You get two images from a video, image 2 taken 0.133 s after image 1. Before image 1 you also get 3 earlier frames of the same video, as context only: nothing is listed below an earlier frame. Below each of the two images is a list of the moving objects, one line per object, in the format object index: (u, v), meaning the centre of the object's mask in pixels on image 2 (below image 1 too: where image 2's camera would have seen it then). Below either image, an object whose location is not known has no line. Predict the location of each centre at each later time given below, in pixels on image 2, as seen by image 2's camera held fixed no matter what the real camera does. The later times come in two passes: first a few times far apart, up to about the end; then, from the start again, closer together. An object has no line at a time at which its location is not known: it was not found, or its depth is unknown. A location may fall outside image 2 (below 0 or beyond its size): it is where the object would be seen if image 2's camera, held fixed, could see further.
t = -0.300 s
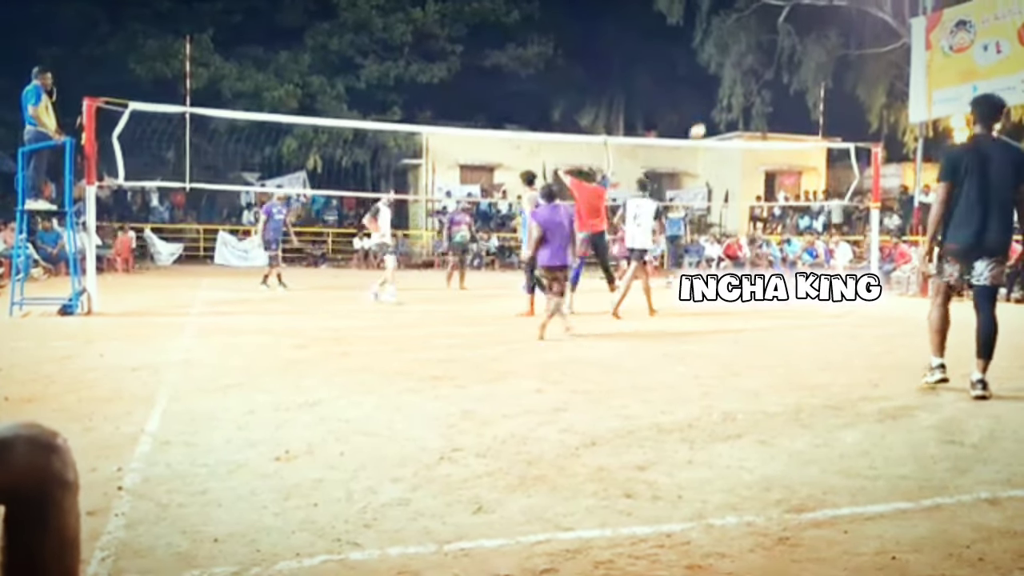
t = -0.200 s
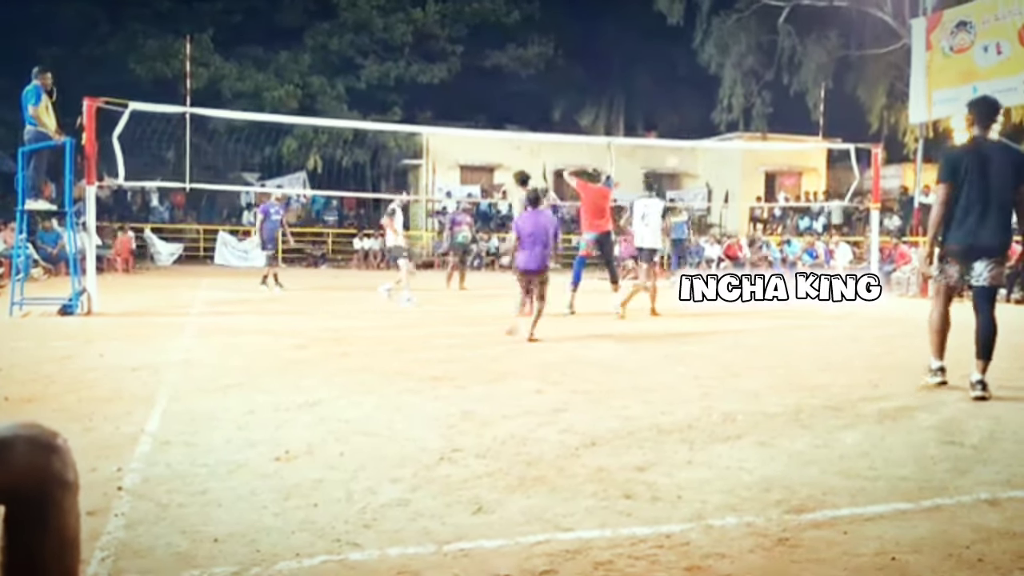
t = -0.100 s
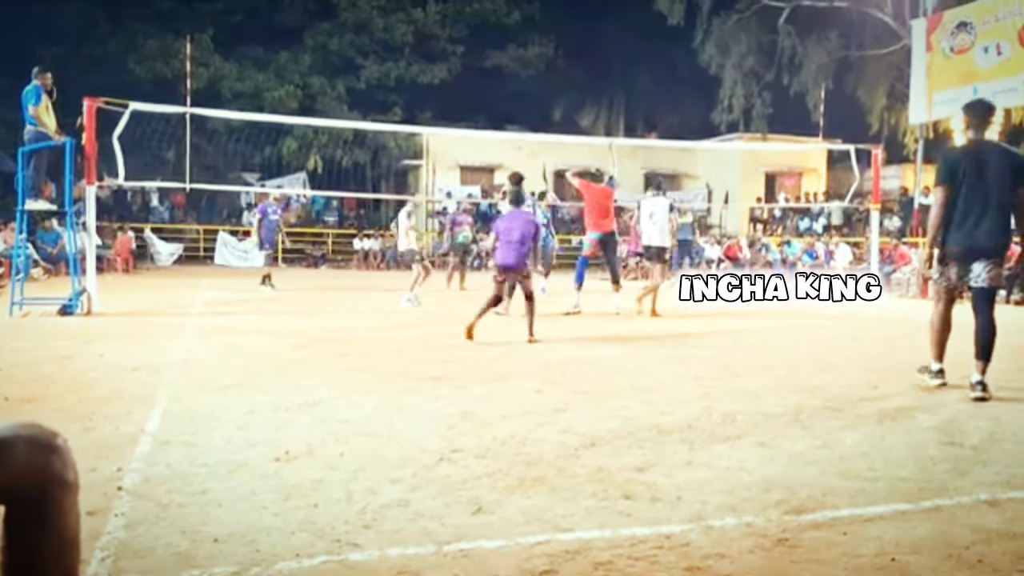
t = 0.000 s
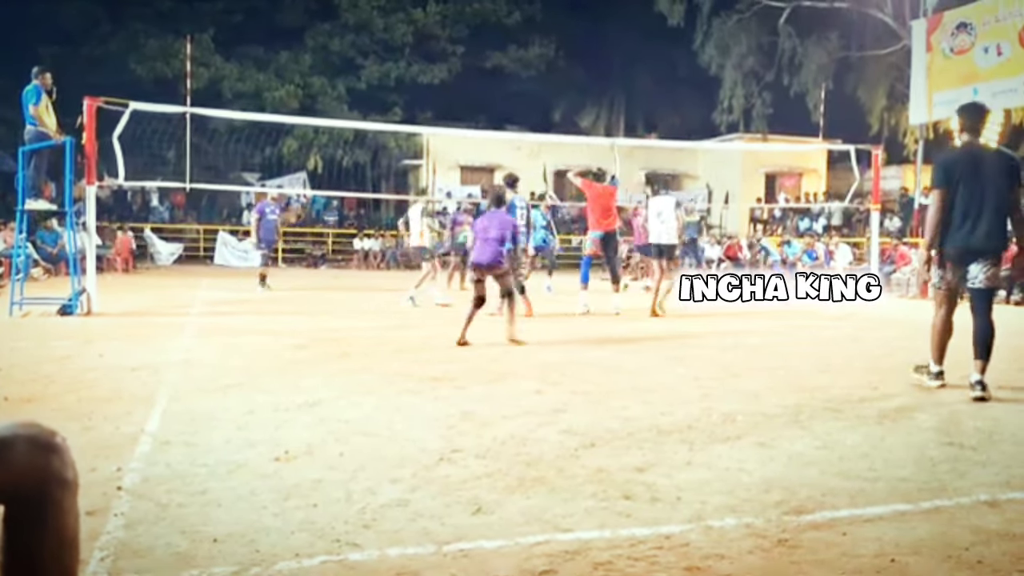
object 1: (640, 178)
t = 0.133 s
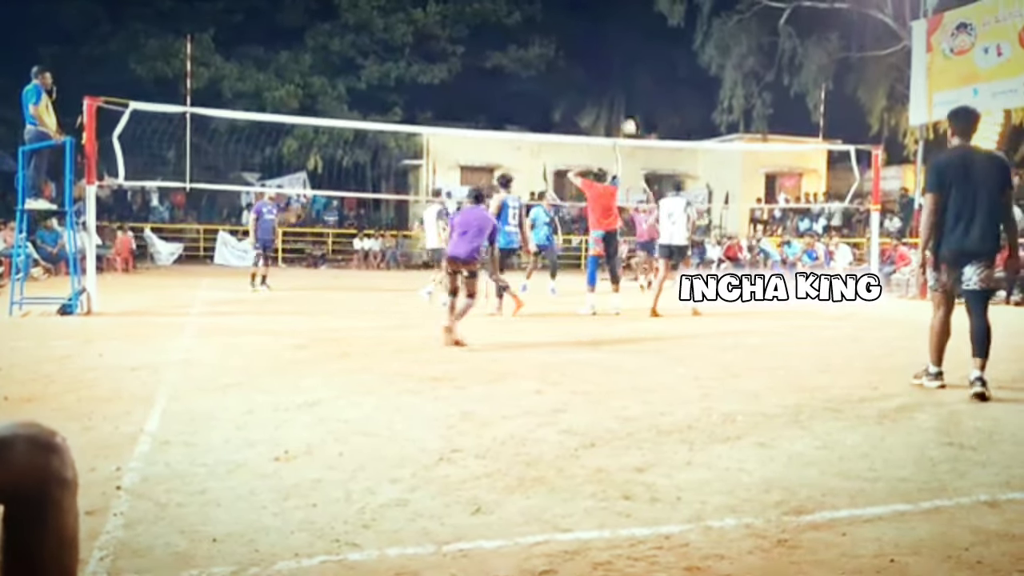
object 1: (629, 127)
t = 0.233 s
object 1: (621, 94)
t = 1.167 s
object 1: (535, 49)
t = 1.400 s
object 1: (512, 122)
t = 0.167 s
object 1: (626, 116)
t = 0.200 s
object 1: (624, 105)
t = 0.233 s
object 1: (621, 94)
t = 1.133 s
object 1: (539, 42)
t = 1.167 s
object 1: (535, 49)
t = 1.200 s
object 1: (532, 58)
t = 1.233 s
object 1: (529, 67)
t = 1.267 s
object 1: (525, 77)
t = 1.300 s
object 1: (522, 88)
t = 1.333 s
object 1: (519, 99)
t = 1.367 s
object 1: (515, 110)
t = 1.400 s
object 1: (512, 122)
